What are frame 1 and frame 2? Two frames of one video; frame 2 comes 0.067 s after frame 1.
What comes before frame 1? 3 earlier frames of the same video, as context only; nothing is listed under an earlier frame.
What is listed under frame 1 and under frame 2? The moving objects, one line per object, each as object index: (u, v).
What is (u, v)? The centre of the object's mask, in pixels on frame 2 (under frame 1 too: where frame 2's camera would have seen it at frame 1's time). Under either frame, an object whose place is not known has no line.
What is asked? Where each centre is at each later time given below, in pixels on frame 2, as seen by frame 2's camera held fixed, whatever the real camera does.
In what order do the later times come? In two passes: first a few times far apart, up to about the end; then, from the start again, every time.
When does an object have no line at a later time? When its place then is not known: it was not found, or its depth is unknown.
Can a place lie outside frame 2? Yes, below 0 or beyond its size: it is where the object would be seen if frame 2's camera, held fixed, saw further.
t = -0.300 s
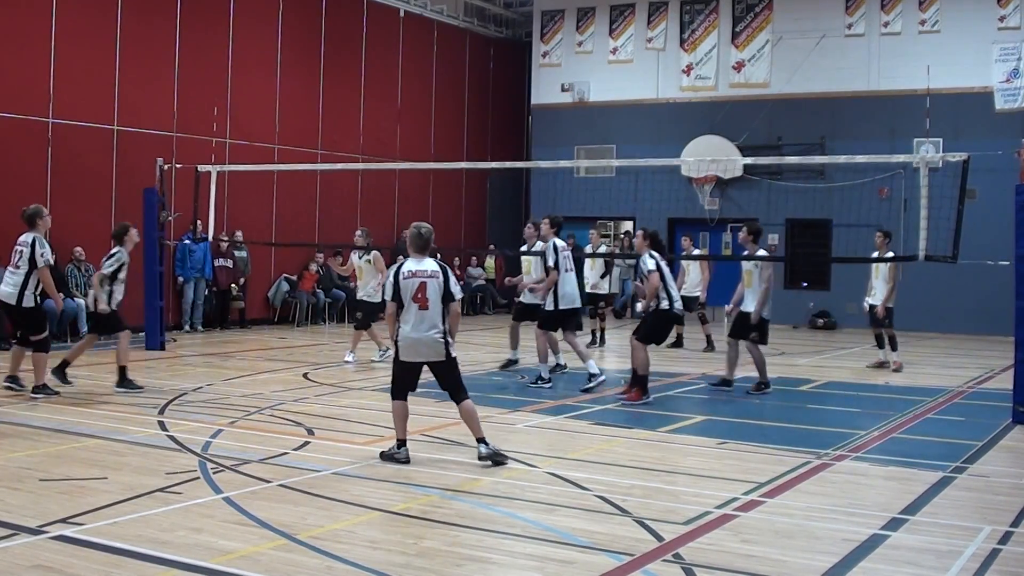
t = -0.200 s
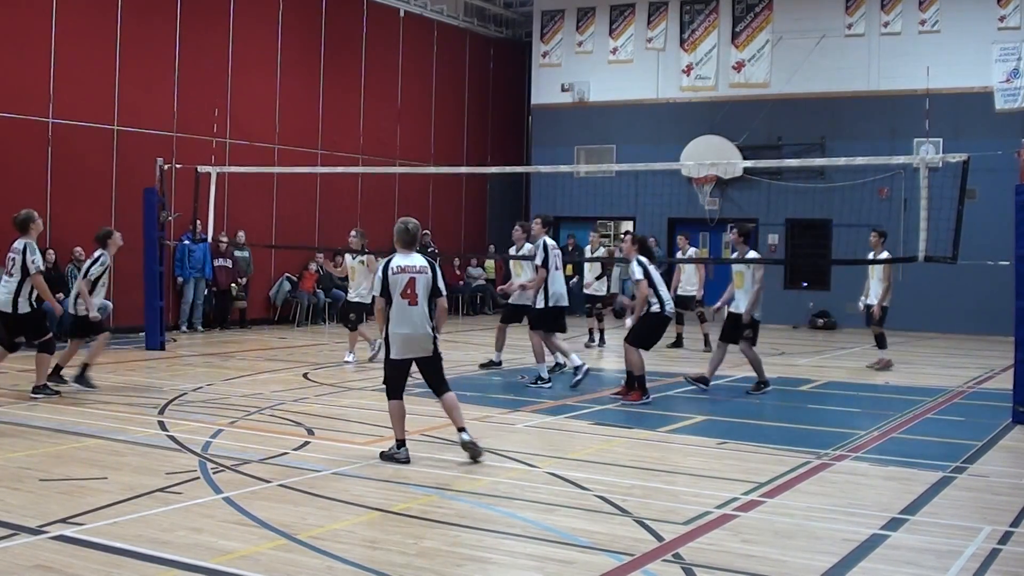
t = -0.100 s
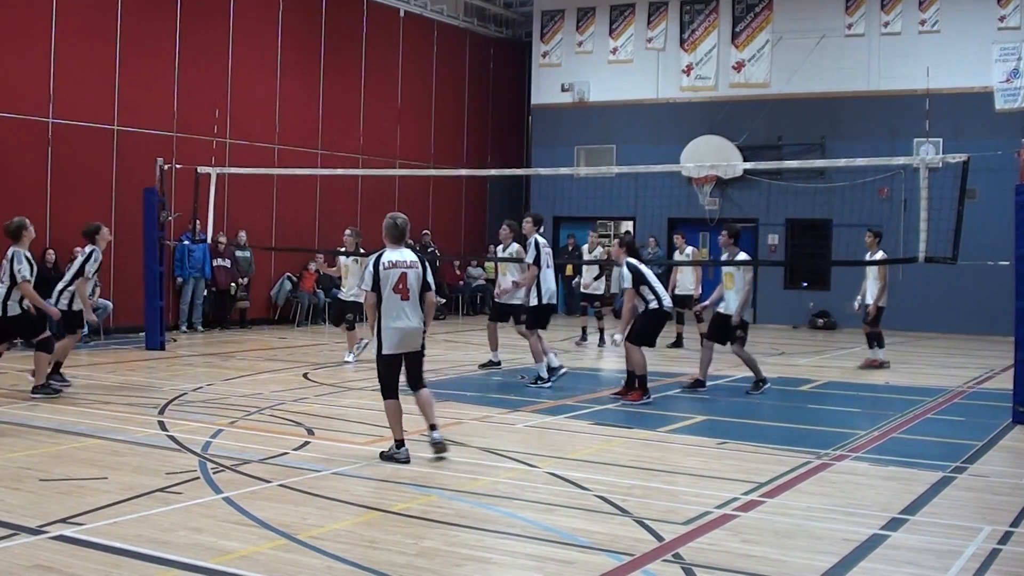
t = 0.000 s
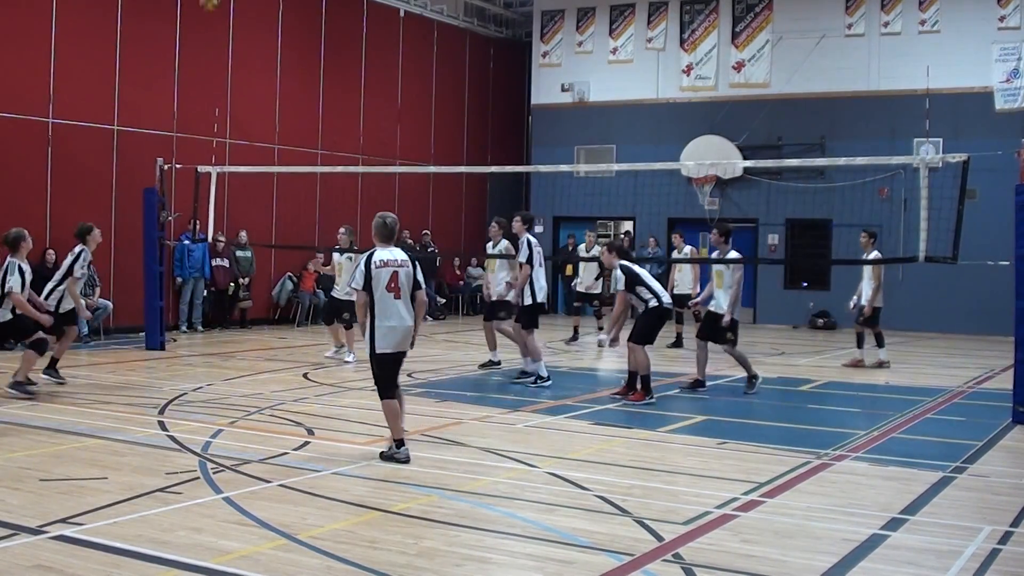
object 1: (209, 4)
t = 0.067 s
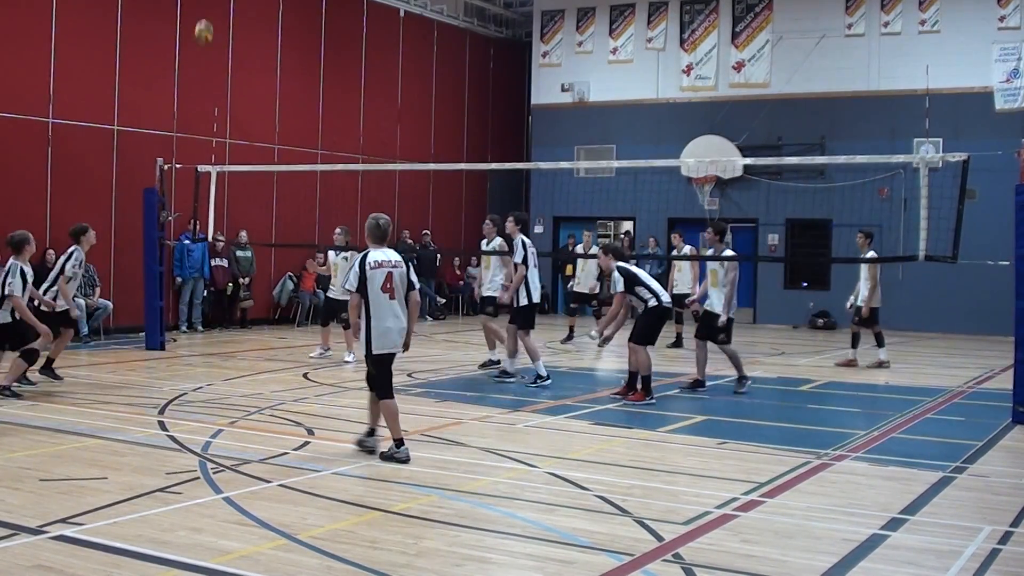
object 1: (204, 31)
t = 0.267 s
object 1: (186, 153)
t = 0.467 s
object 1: (173, 306)
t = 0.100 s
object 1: (200, 50)
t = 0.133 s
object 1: (197, 70)
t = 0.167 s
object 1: (195, 89)
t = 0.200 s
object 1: (192, 110)
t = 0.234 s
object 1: (190, 131)
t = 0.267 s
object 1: (186, 153)
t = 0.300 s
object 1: (184, 178)
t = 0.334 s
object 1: (183, 202)
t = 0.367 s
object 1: (179, 226)
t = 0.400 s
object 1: (178, 252)
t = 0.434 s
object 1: (175, 278)
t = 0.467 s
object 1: (173, 306)
